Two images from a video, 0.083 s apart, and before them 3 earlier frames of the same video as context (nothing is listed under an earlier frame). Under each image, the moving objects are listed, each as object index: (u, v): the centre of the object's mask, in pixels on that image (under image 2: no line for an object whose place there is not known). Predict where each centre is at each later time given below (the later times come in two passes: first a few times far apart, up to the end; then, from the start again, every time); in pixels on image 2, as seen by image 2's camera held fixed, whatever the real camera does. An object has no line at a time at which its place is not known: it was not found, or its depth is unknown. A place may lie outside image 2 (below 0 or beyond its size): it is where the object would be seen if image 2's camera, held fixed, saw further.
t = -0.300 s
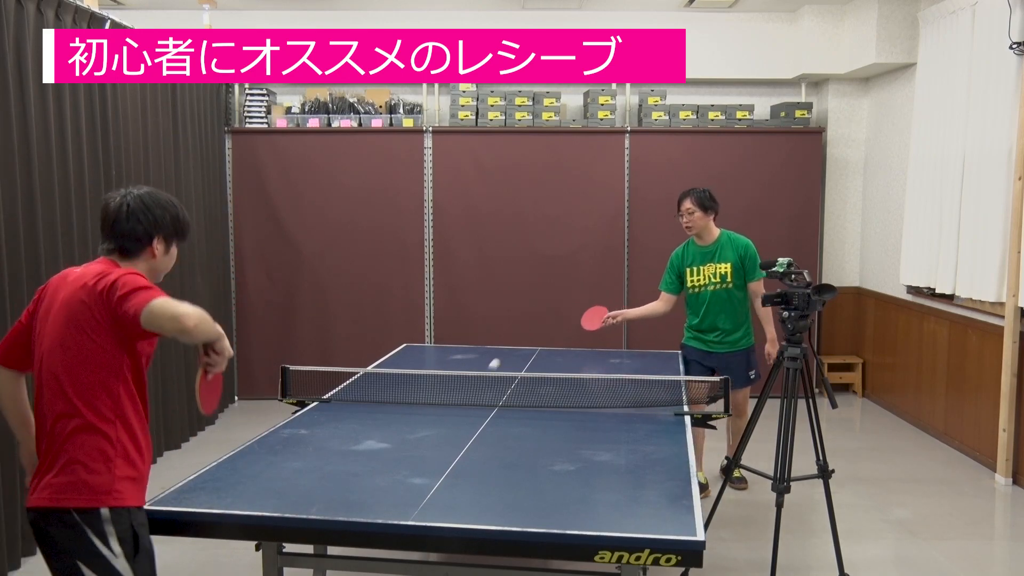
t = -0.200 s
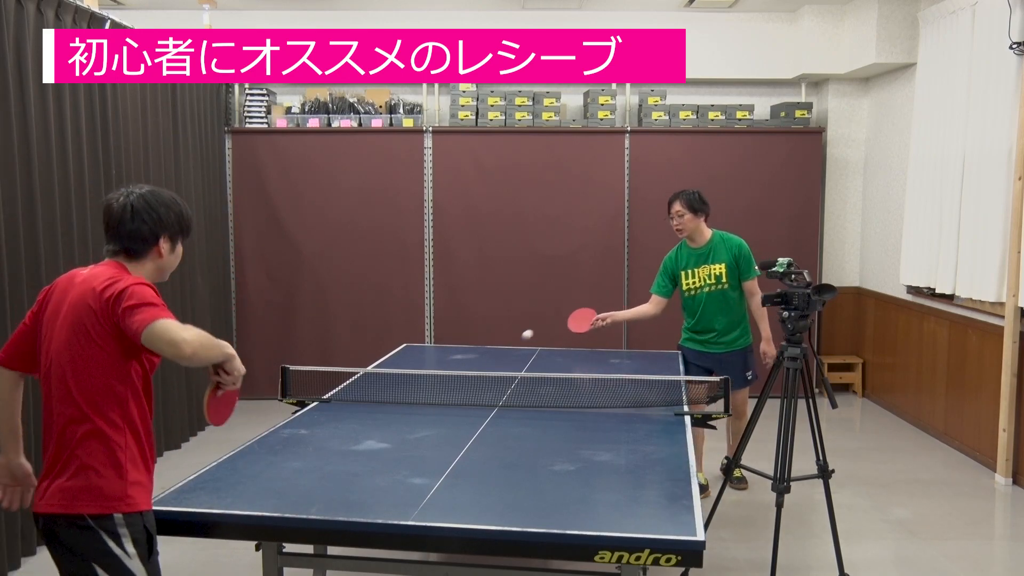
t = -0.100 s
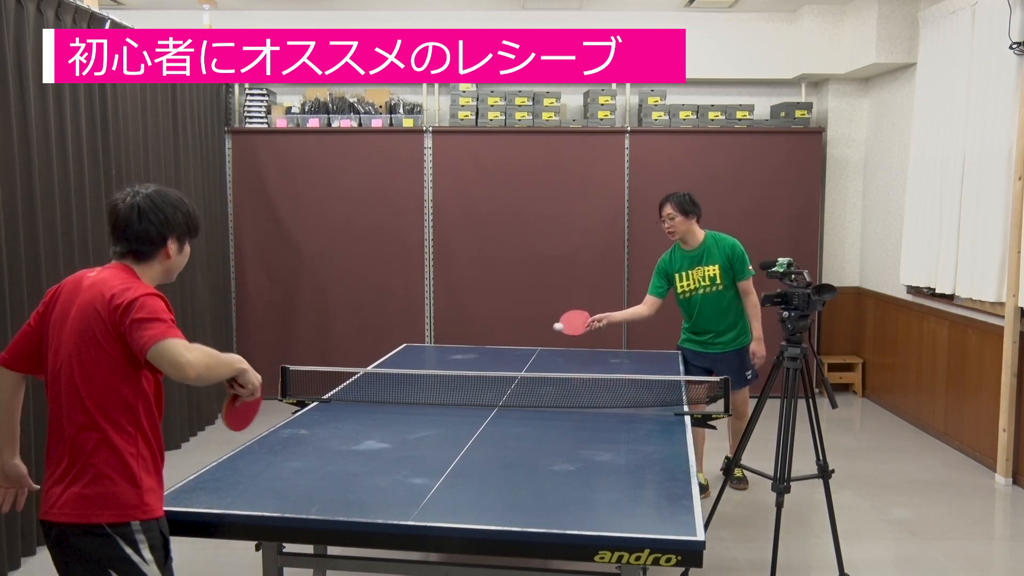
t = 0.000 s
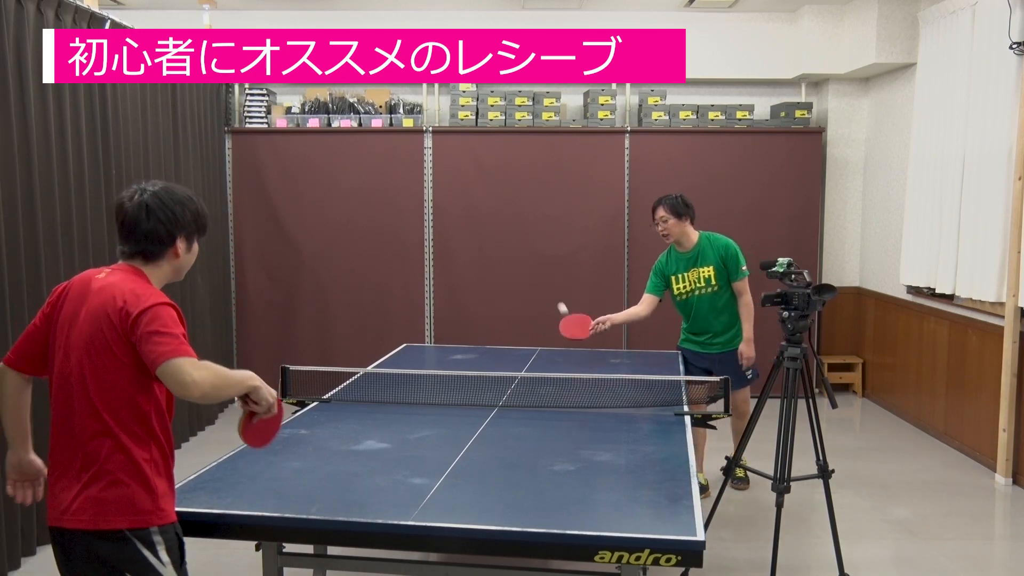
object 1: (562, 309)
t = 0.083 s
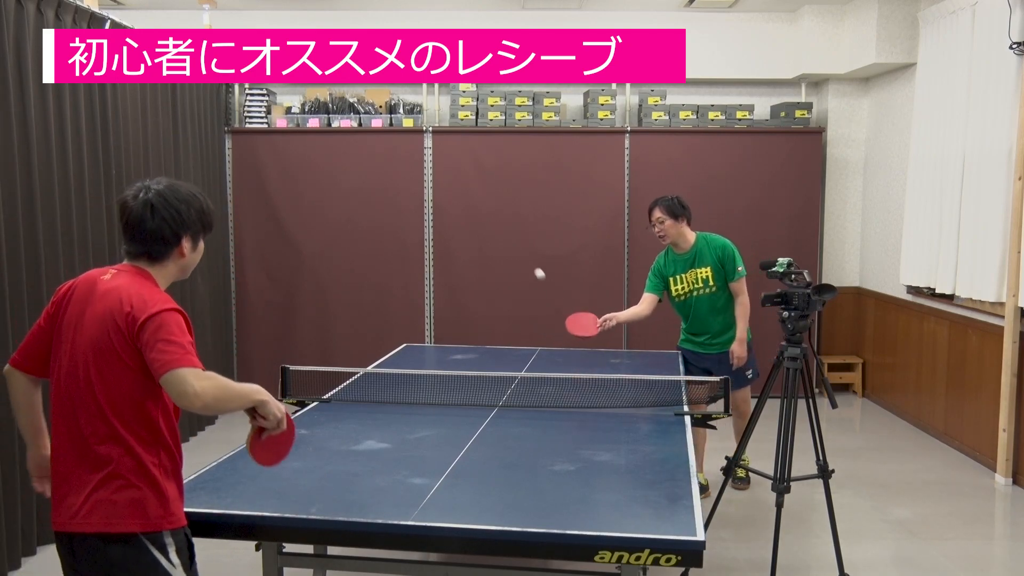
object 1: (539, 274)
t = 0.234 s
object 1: (498, 244)
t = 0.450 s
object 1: (435, 284)
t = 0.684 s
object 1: (373, 384)
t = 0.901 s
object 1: (378, 307)
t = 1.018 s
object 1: (383, 315)
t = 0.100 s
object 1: (535, 268)
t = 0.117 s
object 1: (530, 263)
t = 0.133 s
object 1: (526, 259)
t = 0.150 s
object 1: (521, 255)
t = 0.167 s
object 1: (517, 252)
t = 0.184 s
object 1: (512, 249)
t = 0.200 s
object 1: (507, 246)
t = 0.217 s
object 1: (503, 245)
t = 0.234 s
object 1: (498, 244)
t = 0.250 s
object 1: (494, 243)
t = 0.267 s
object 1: (489, 243)
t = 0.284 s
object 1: (484, 244)
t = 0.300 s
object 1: (480, 245)
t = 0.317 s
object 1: (475, 246)
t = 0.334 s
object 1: (470, 249)
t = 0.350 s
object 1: (465, 252)
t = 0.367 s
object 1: (460, 256)
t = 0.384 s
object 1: (455, 260)
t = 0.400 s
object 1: (450, 265)
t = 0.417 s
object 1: (445, 271)
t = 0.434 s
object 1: (440, 277)
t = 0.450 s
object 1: (435, 284)
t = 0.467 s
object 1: (430, 292)
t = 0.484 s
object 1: (424, 300)
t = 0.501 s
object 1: (419, 310)
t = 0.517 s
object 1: (414, 320)
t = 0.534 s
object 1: (408, 331)
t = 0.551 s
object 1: (403, 341)
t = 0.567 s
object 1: (397, 354)
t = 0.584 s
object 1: (392, 364)
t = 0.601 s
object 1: (386, 380)
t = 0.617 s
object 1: (380, 394)
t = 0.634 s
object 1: (374, 410)
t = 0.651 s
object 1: (373, 406)
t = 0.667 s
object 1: (373, 394)
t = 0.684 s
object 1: (373, 384)
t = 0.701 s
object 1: (373, 374)
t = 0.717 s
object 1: (374, 363)
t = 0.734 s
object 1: (374, 355)
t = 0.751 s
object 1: (374, 347)
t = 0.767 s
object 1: (375, 340)
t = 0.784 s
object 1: (375, 333)
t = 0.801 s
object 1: (375, 327)
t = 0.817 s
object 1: (376, 322)
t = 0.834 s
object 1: (376, 318)
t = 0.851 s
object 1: (377, 314)
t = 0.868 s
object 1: (377, 311)
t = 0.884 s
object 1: (378, 308)
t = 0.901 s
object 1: (378, 307)
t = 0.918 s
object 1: (379, 306)
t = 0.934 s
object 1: (380, 306)
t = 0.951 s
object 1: (380, 306)
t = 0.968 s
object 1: (381, 307)
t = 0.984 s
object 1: (381, 309)
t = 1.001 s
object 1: (382, 312)
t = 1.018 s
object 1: (383, 315)
